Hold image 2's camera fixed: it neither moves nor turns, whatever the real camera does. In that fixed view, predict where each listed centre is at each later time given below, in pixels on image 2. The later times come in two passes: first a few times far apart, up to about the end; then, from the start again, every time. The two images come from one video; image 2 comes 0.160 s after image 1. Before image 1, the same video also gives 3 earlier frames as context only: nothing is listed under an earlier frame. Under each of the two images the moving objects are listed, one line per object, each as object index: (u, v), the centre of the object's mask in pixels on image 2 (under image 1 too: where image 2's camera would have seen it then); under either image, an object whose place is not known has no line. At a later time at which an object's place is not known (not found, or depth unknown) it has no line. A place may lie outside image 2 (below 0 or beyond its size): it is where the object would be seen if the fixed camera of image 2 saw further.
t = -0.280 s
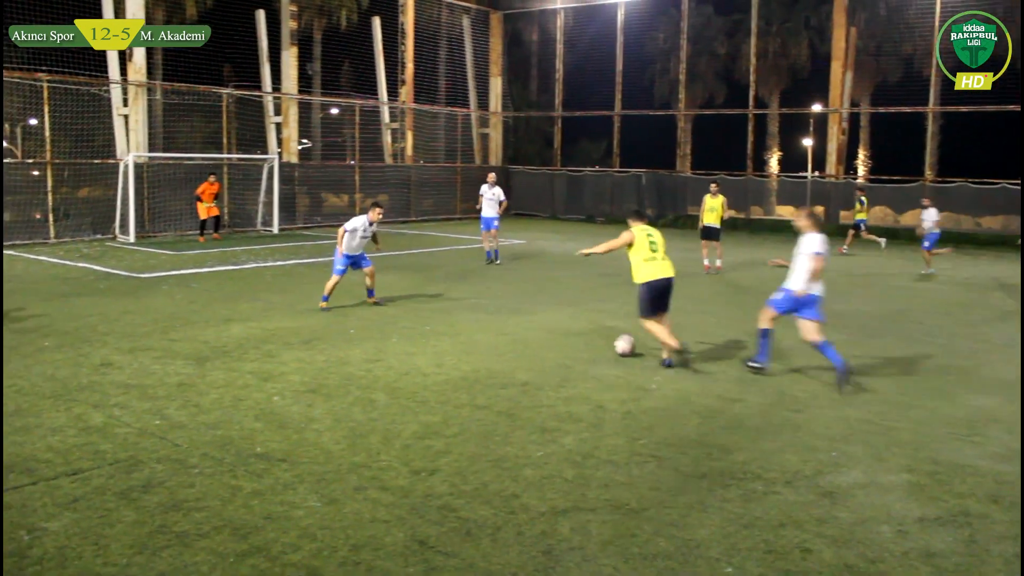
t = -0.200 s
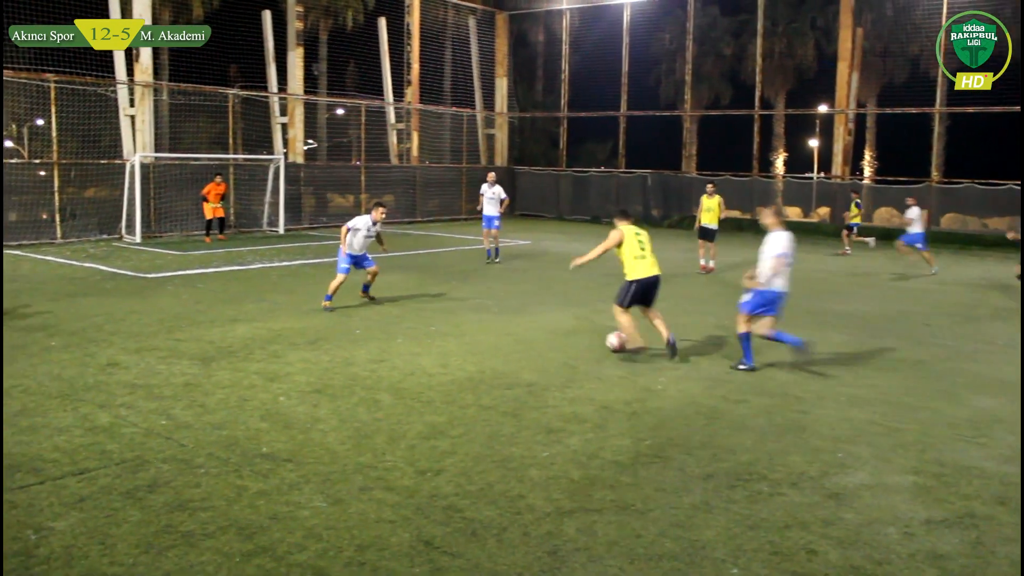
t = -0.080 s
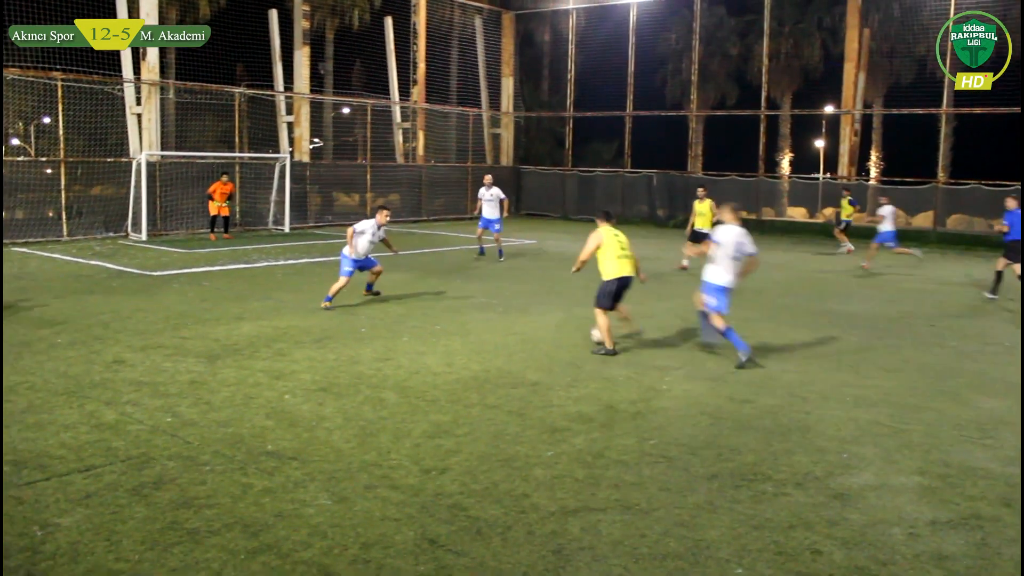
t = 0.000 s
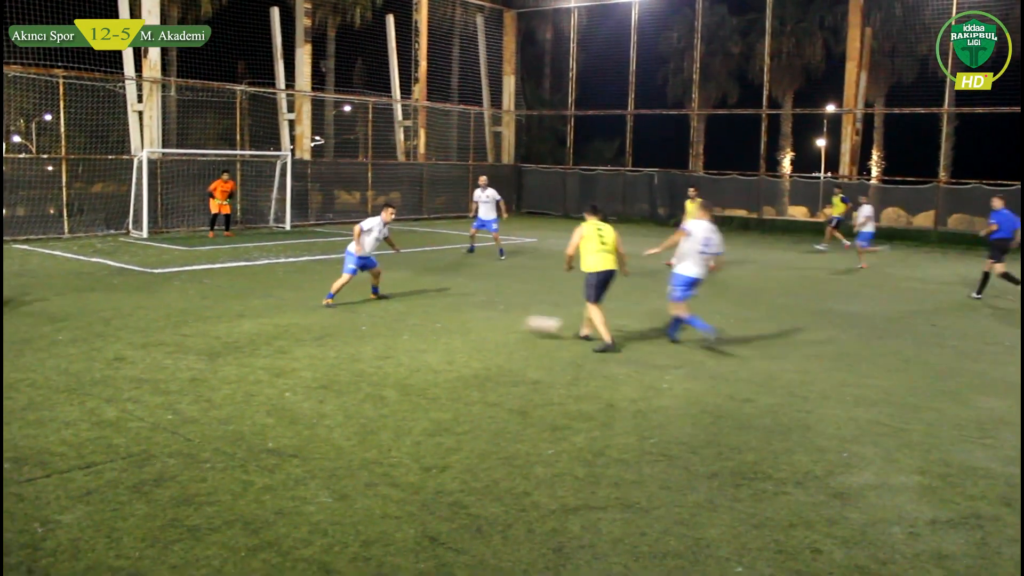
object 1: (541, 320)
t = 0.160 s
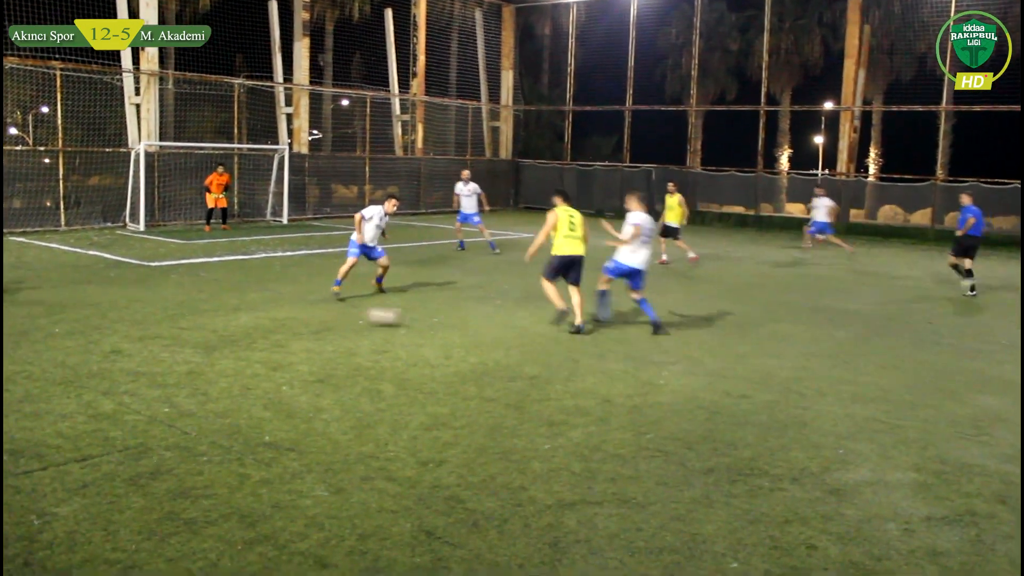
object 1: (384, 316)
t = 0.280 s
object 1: (284, 309)
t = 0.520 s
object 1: (118, 303)
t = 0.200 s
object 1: (350, 313)
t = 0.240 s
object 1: (317, 309)
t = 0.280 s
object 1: (284, 309)
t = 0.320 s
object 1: (254, 309)
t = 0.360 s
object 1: (222, 310)
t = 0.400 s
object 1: (195, 308)
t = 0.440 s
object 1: (169, 306)
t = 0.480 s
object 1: (143, 303)
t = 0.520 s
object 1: (118, 303)
